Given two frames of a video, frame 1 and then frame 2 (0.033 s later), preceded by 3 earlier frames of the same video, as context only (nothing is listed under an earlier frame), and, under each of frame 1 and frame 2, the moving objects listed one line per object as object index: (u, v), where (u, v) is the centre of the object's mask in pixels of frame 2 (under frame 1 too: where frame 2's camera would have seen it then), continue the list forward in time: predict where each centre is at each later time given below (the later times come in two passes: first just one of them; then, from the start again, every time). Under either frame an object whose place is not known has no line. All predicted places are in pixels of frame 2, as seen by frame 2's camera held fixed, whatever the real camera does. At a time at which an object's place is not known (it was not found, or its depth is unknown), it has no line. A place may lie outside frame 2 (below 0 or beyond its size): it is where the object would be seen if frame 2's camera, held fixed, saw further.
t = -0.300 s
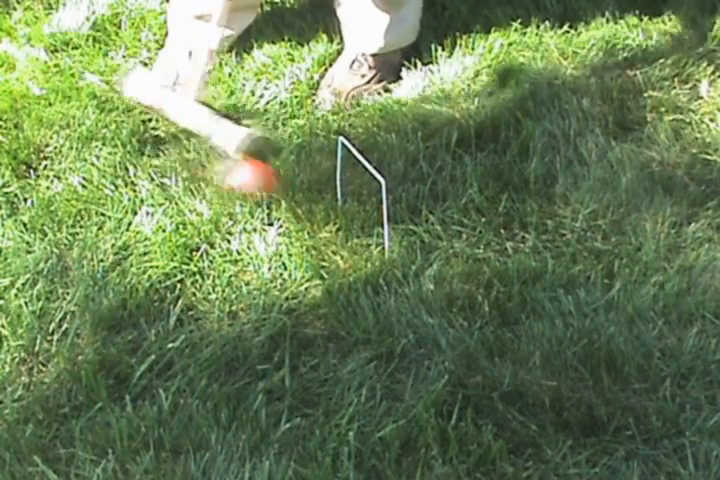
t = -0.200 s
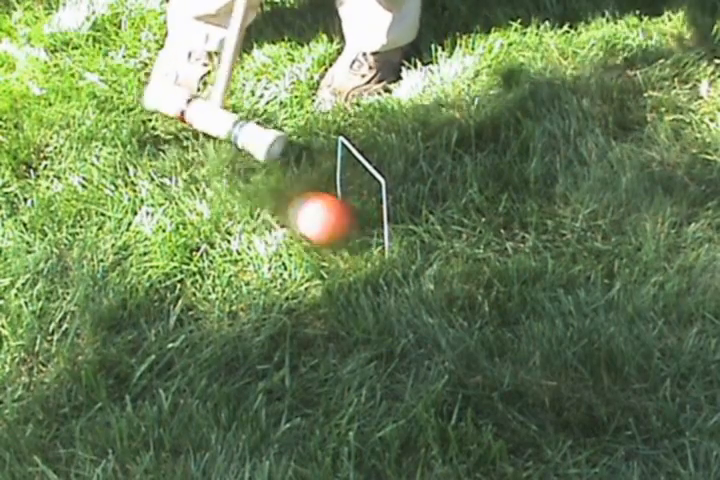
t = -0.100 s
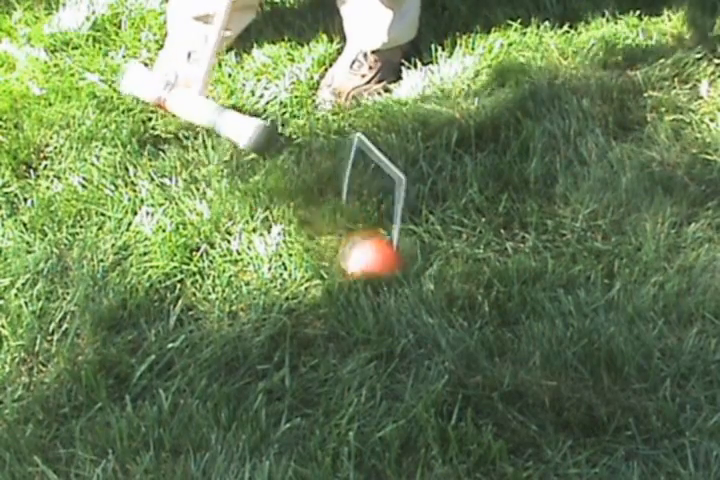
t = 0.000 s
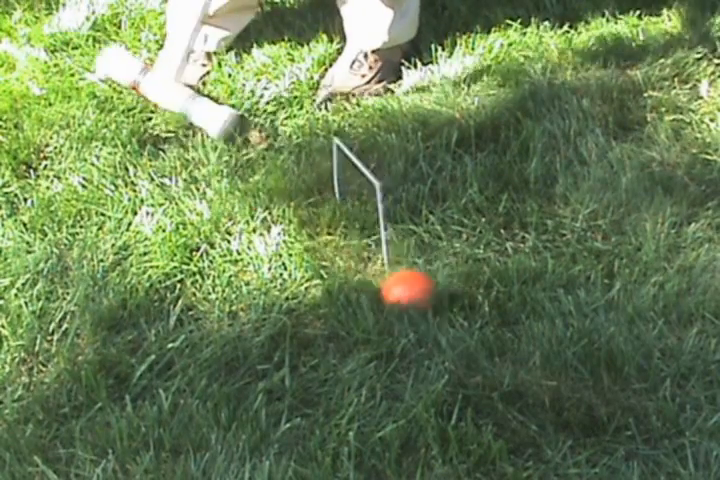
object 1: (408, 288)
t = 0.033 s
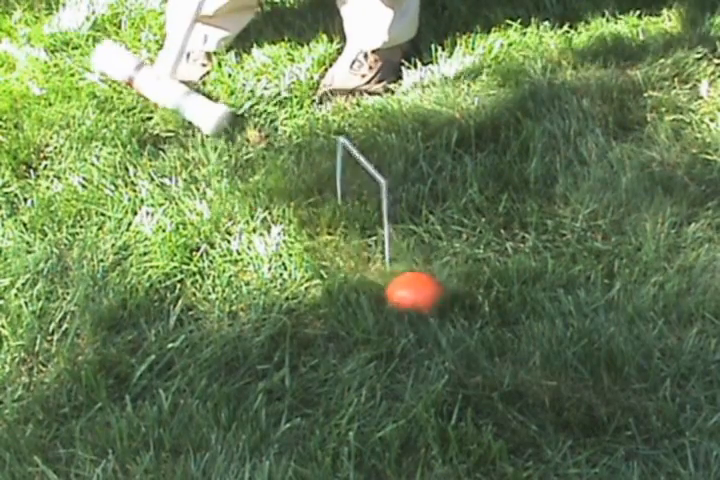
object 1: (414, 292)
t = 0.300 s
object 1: (435, 318)
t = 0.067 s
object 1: (421, 297)
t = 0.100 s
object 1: (426, 302)
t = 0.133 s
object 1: (429, 306)
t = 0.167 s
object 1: (432, 311)
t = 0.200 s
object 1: (434, 314)
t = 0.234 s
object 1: (435, 316)
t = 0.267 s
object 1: (435, 318)
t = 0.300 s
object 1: (435, 318)
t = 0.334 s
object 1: (434, 319)
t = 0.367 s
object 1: (434, 319)
